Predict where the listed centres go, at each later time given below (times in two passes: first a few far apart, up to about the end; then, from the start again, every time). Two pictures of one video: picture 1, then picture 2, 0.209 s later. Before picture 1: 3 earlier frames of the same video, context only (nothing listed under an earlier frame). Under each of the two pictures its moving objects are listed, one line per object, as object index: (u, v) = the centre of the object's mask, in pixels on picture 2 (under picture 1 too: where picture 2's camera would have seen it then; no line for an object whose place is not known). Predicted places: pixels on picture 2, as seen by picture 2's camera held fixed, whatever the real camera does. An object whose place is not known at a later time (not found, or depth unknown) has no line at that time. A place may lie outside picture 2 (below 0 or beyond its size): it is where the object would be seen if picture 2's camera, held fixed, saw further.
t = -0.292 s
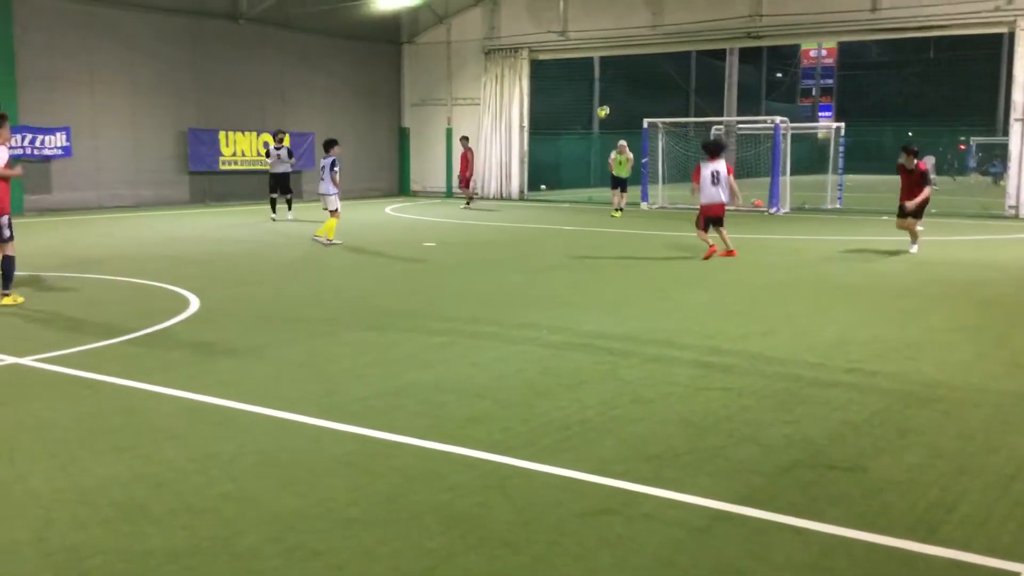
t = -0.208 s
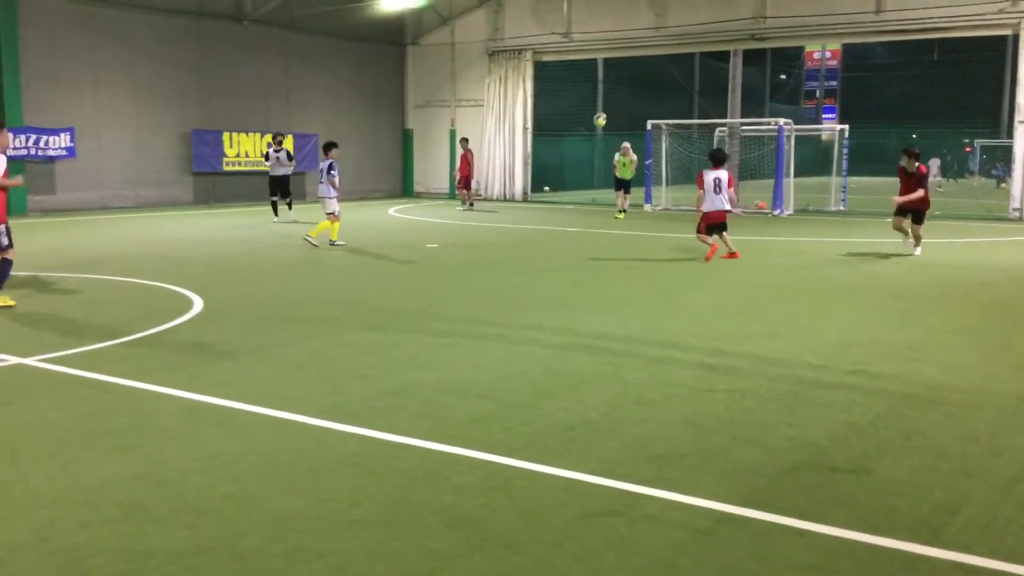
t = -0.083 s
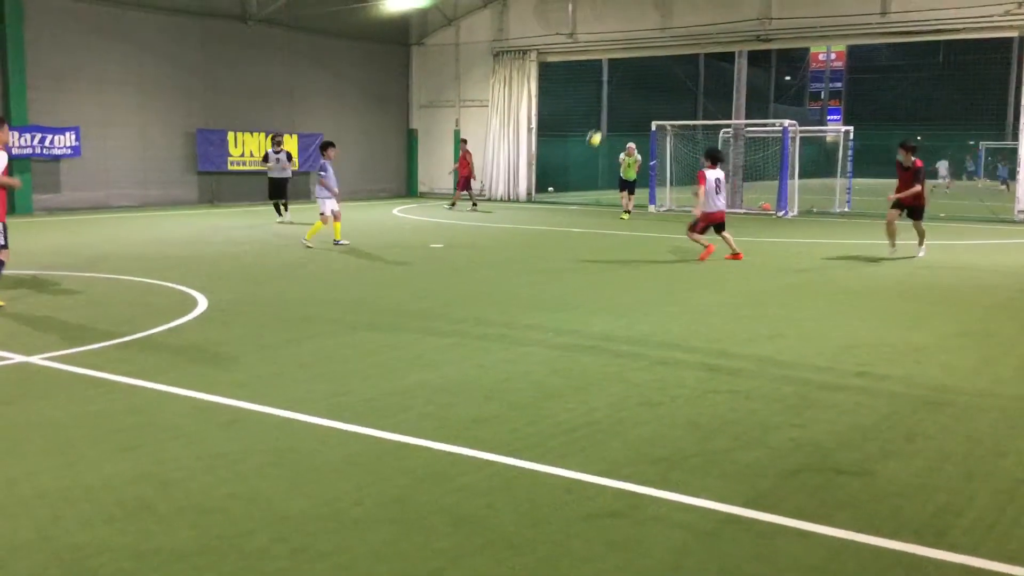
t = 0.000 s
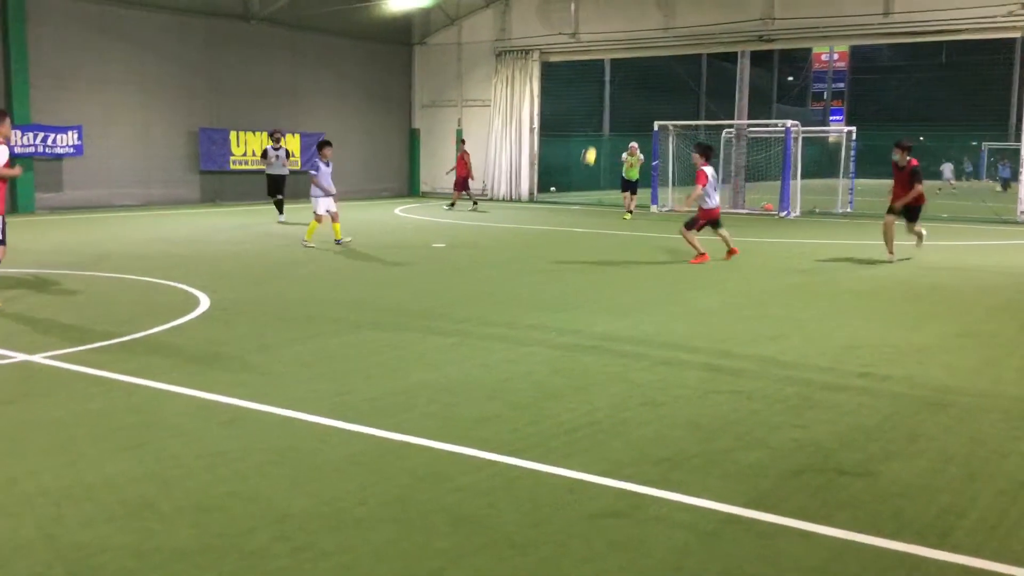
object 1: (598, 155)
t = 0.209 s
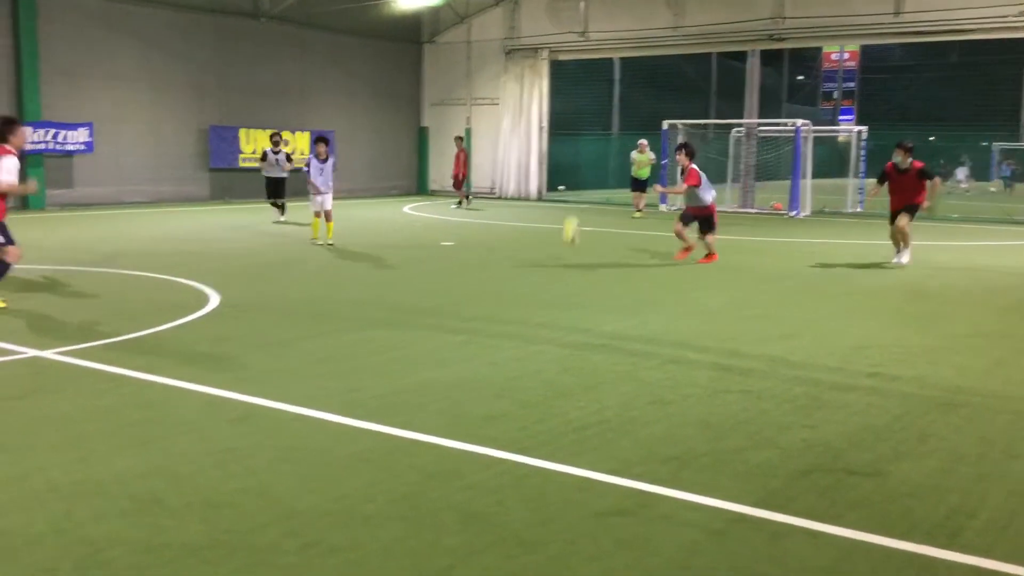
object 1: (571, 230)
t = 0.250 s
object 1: (564, 250)
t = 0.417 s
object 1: (546, 226)
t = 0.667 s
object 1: (511, 215)
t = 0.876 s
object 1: (474, 257)
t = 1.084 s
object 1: (427, 303)
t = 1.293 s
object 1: (368, 321)
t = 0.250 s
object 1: (564, 250)
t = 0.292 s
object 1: (561, 251)
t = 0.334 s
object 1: (555, 243)
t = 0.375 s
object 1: (550, 234)
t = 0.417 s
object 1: (546, 226)
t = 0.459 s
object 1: (540, 220)
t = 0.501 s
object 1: (536, 217)
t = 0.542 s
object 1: (530, 214)
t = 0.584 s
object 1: (525, 212)
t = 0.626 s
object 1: (519, 213)
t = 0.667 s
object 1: (511, 215)
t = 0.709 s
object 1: (505, 219)
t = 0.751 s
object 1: (498, 225)
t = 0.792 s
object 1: (490, 233)
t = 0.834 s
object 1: (482, 243)
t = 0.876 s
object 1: (474, 257)
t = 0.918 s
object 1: (466, 273)
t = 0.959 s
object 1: (458, 292)
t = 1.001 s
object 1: (447, 310)
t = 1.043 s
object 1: (437, 307)
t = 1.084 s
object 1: (427, 303)
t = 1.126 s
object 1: (417, 301)
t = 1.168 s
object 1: (406, 303)
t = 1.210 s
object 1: (394, 305)
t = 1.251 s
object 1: (380, 312)
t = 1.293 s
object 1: (368, 321)
